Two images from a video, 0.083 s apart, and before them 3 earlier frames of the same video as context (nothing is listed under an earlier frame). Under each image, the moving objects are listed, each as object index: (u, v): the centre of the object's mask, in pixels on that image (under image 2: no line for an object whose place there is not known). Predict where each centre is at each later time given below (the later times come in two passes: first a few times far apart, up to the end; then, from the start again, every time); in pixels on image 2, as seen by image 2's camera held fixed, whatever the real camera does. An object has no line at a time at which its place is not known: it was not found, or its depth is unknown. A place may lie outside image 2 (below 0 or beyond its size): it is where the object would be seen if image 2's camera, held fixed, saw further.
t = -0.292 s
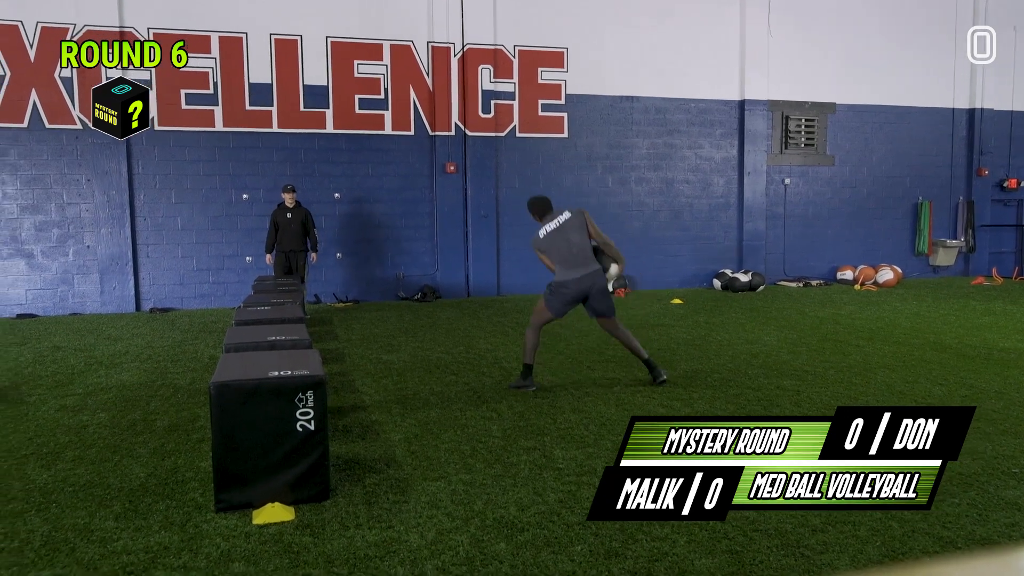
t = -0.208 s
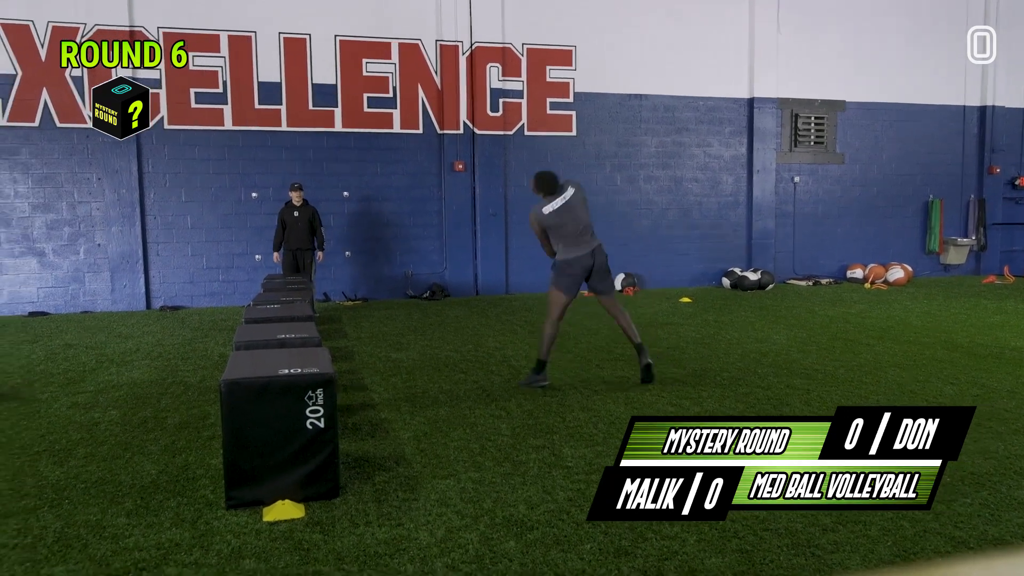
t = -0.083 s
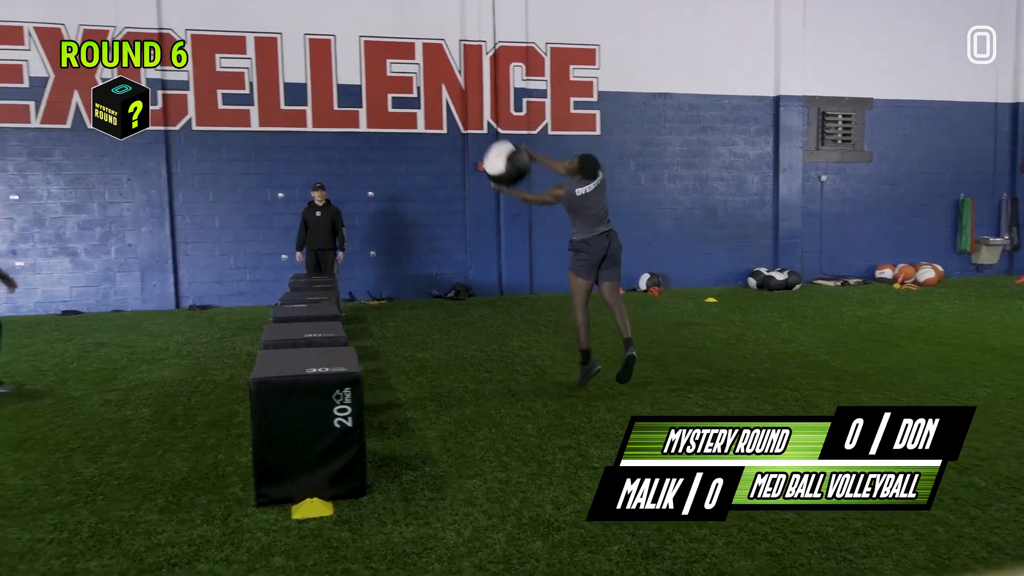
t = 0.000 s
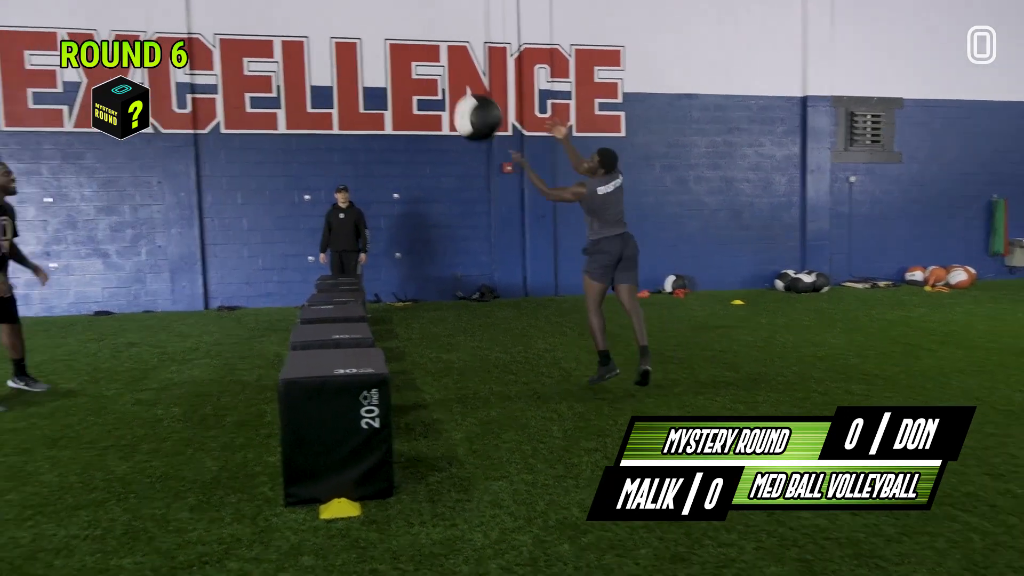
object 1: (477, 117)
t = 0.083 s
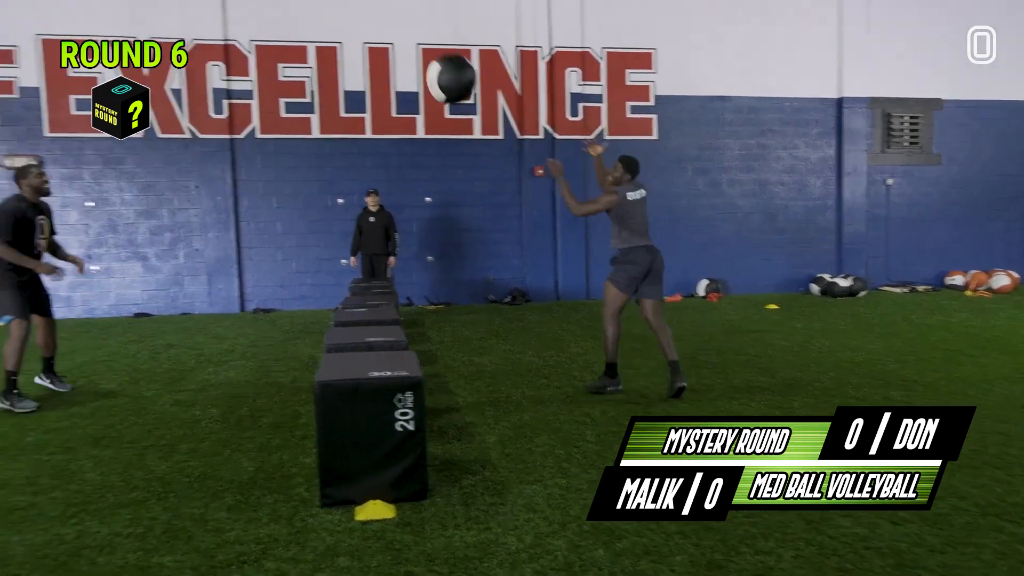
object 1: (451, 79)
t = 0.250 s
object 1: (325, 15)
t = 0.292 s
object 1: (291, 8)
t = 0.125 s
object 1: (422, 60)
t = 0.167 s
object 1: (390, 42)
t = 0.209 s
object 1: (358, 26)
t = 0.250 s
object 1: (325, 15)
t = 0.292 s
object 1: (291, 8)
